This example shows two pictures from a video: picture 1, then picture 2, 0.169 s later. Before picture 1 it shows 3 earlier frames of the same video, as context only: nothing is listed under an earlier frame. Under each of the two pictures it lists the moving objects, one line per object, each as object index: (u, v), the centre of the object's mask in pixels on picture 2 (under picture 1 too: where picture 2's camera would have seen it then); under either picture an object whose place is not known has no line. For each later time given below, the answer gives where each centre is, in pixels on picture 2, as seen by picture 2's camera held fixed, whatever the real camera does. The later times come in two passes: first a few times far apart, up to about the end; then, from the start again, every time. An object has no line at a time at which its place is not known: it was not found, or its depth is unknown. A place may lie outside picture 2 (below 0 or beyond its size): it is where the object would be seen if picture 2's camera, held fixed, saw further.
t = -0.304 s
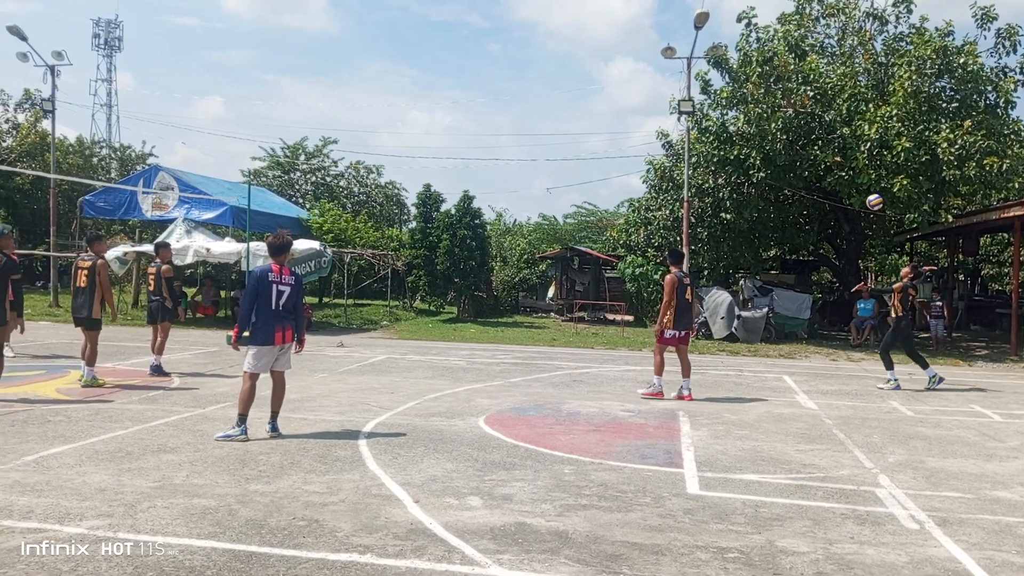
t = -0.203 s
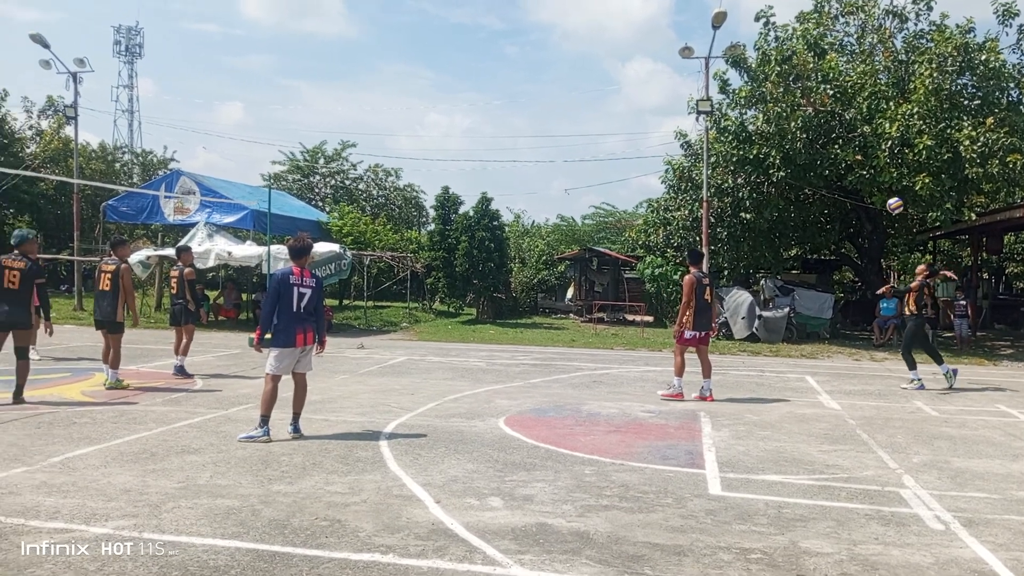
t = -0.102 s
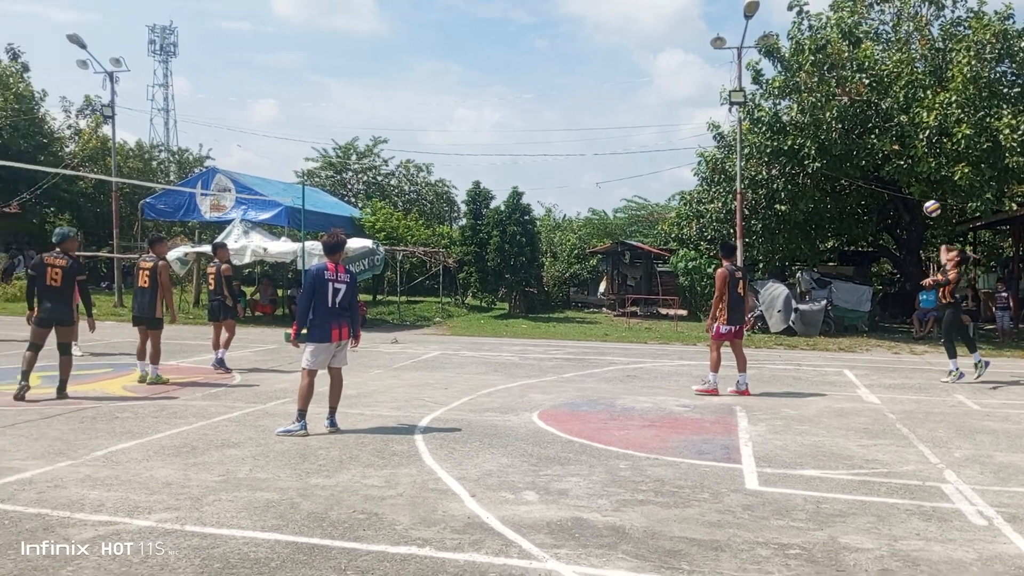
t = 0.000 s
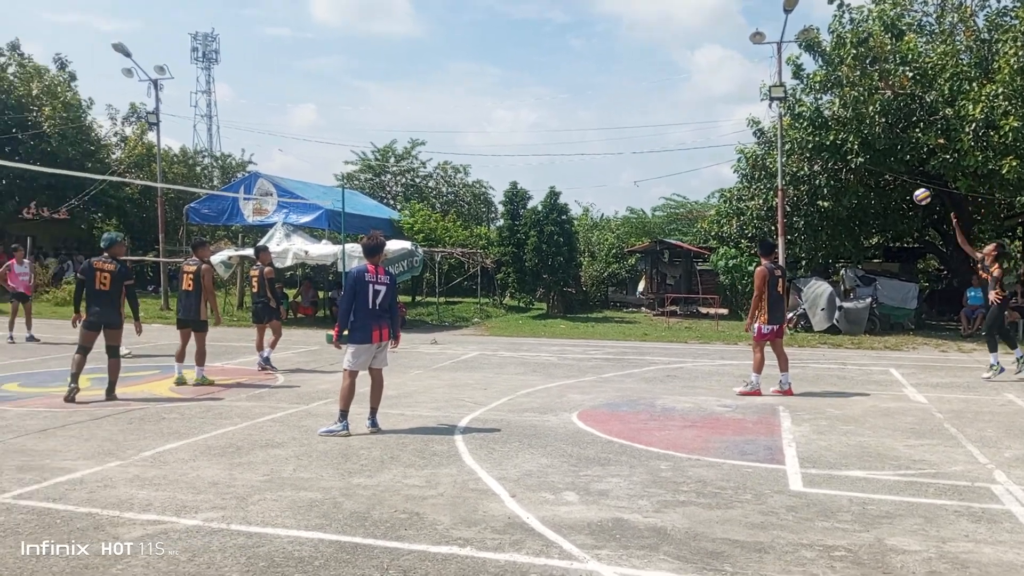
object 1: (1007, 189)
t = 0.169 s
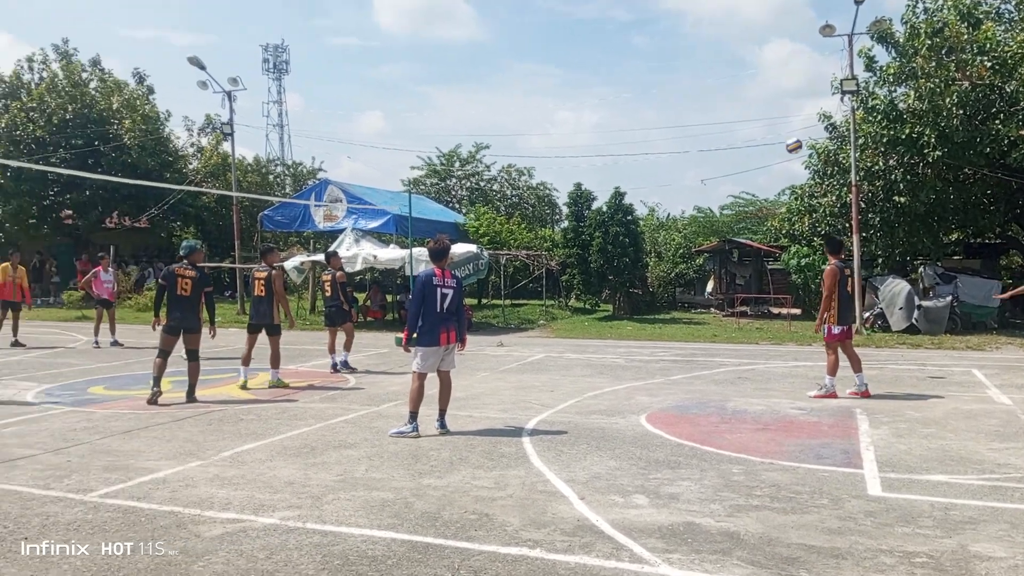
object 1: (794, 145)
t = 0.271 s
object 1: (678, 131)
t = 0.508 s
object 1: (435, 127)
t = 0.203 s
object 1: (754, 140)
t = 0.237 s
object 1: (716, 135)
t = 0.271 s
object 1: (678, 131)
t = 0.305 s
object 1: (642, 128)
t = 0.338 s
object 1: (606, 126)
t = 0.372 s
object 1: (571, 125)
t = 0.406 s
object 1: (536, 124)
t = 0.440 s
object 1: (502, 124)
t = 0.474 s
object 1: (468, 126)
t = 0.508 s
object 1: (435, 127)
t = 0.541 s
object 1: (402, 129)
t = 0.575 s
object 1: (369, 133)
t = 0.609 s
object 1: (338, 136)
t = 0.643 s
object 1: (307, 141)
